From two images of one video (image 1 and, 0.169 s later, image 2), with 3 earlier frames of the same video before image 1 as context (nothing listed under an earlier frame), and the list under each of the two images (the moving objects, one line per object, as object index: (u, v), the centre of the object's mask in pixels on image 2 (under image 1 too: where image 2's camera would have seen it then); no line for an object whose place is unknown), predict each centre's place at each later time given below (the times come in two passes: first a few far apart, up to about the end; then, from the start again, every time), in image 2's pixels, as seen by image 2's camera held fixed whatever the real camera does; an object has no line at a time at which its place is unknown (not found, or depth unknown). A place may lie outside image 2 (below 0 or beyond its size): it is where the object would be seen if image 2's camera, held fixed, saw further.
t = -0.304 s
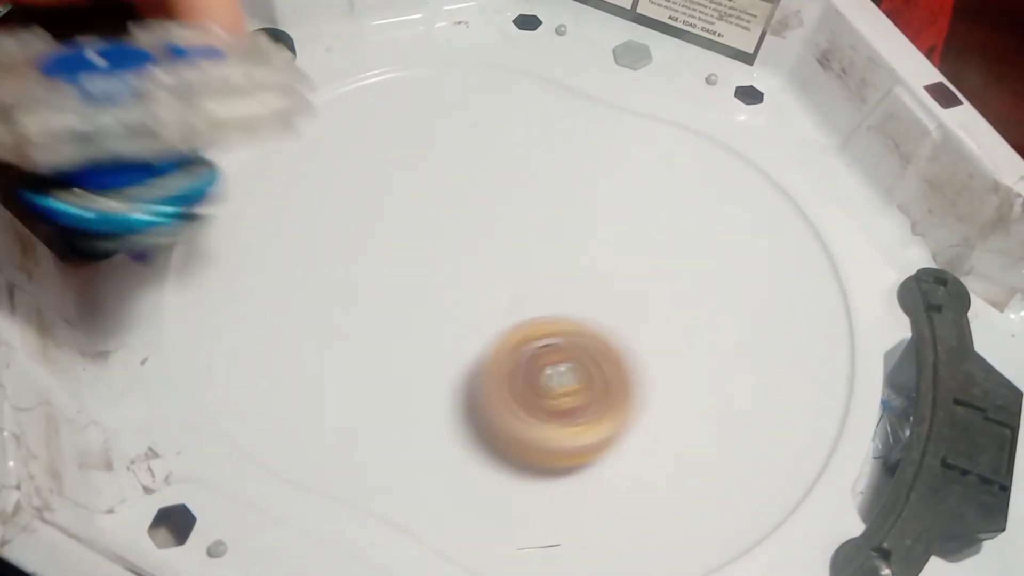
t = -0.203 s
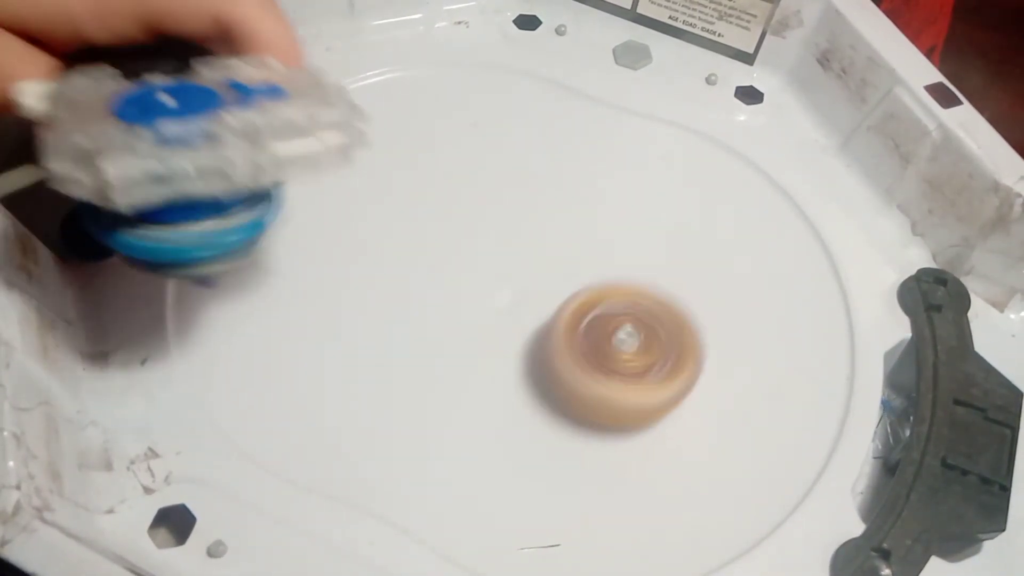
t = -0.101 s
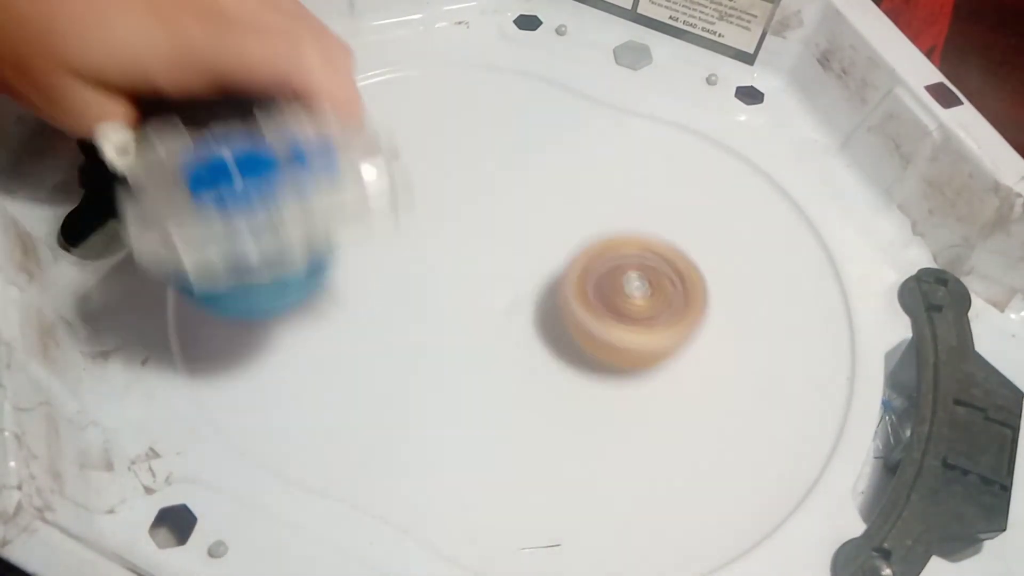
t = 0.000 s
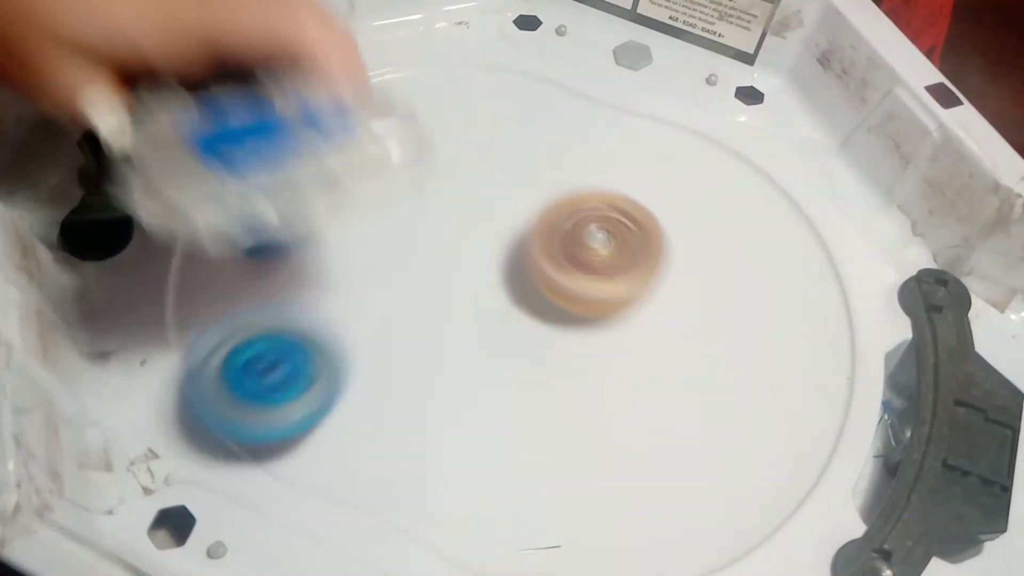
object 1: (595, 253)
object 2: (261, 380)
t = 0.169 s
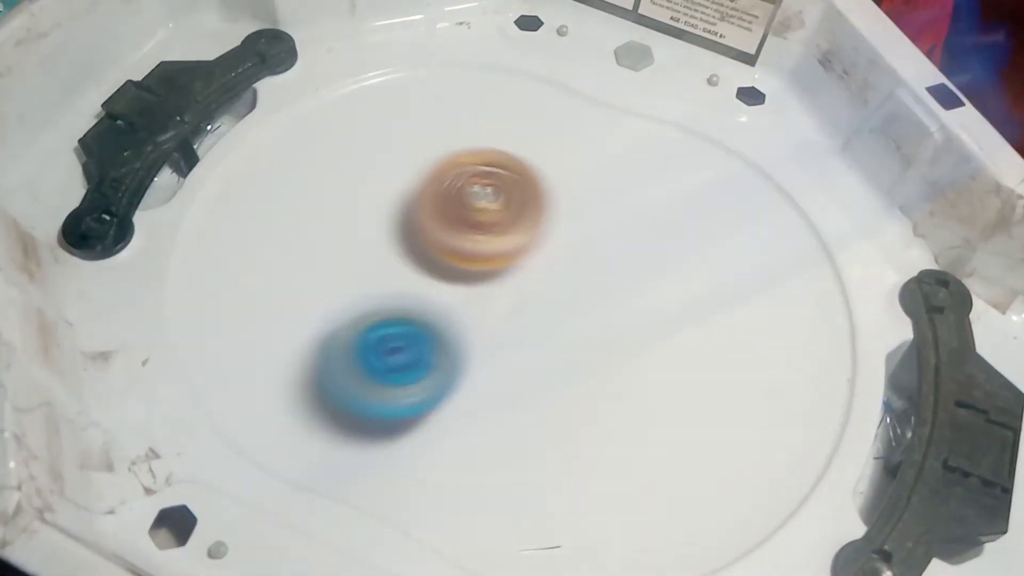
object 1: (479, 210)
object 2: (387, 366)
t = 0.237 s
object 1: (422, 205)
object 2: (444, 339)
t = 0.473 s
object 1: (304, 268)
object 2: (687, 277)
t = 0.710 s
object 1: (418, 365)
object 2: (840, 395)
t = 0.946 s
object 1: (612, 304)
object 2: (573, 459)
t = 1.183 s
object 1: (616, 173)
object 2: (439, 213)
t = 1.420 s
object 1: (614, 139)
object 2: (163, 128)
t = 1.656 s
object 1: (492, 226)
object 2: (157, 140)
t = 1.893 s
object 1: (530, 317)
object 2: (154, 149)
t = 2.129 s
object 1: (711, 303)
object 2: (155, 149)
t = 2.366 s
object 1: (715, 248)
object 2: (159, 156)
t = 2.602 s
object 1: (579, 253)
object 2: (419, 256)
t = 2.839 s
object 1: (634, 342)
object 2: (491, 228)
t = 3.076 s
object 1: (642, 379)
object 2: (756, 280)
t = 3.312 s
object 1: (606, 356)
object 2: (736, 494)
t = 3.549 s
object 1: (511, 293)
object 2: (369, 407)
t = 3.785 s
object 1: (437, 281)
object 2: (318, 160)
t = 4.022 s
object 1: (401, 291)
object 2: (540, 55)
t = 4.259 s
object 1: (419, 259)
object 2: (729, 263)
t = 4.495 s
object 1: (418, 240)
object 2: (510, 451)
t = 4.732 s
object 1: (442, 236)
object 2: (217, 292)
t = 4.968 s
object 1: (476, 234)
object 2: (325, 83)
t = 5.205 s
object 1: (495, 259)
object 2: (580, 120)
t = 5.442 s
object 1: (508, 262)
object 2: (736, 339)
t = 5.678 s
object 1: (505, 279)
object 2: (563, 524)
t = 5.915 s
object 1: (503, 265)
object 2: (290, 362)
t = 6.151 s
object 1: (500, 279)
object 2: (365, 163)
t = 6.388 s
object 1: (503, 278)
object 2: (572, 110)
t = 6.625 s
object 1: (509, 274)
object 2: (767, 256)
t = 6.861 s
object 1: (511, 272)
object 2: (639, 448)
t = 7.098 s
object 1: (509, 274)
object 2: (345, 390)
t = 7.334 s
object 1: (514, 276)
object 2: (253, 183)
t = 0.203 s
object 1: (450, 207)
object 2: (414, 354)
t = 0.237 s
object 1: (422, 205)
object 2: (444, 339)
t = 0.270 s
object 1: (397, 204)
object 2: (479, 323)
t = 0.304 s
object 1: (372, 207)
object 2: (515, 309)
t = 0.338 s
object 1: (349, 212)
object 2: (549, 296)
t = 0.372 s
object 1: (331, 221)
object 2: (582, 287)
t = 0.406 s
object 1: (317, 234)
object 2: (617, 280)
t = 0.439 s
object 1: (307, 250)
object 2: (651, 277)
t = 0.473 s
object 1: (304, 268)
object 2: (687, 277)
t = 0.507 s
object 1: (305, 287)
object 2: (724, 281)
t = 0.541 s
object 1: (311, 306)
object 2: (759, 289)
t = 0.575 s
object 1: (323, 324)
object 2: (789, 304)
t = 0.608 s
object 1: (341, 340)
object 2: (819, 322)
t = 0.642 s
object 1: (363, 352)
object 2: (854, 348)
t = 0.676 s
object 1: (390, 360)
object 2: (857, 370)
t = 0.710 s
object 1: (418, 365)
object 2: (840, 395)
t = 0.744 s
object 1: (451, 364)
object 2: (799, 420)
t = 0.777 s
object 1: (485, 360)
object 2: (766, 439)
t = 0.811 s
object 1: (516, 355)
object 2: (730, 458)
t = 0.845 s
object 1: (545, 346)
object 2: (696, 471)
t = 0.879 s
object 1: (571, 335)
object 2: (653, 479)
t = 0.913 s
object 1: (592, 321)
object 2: (614, 474)
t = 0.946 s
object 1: (612, 304)
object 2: (573, 459)
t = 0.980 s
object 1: (626, 286)
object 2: (538, 433)
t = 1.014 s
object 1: (634, 267)
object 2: (507, 400)
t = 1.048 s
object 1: (637, 247)
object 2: (485, 362)
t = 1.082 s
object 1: (633, 227)
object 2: (470, 322)
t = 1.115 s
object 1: (625, 210)
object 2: (465, 282)
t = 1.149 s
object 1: (613, 194)
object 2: (466, 243)
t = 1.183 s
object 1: (616, 173)
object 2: (439, 213)
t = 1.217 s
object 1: (646, 149)
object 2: (357, 198)
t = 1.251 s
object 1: (670, 125)
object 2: (284, 179)
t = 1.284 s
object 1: (686, 101)
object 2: (205, 145)
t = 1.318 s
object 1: (675, 103)
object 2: (177, 122)
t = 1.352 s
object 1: (655, 119)
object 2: (165, 115)
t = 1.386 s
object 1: (634, 125)
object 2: (155, 122)
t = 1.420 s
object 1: (614, 139)
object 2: (163, 128)
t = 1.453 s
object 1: (589, 152)
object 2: (165, 127)
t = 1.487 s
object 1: (570, 163)
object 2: (160, 134)
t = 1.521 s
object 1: (551, 176)
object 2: (159, 133)
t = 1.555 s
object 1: (534, 189)
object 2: (159, 136)
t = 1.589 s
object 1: (519, 200)
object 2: (159, 138)
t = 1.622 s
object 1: (504, 213)
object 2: (157, 141)
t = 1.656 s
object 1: (492, 226)
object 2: (157, 140)
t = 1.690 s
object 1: (483, 240)
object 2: (154, 143)
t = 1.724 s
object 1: (477, 255)
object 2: (152, 147)
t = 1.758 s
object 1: (475, 270)
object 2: (149, 153)
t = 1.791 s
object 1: (479, 284)
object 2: (147, 157)
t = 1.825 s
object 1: (489, 297)
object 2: (147, 157)
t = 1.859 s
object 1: (507, 309)
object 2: (150, 154)
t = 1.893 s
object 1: (530, 317)
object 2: (154, 149)
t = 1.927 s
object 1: (558, 321)
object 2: (157, 145)
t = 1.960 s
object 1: (588, 323)
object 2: (158, 144)
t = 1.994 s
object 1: (619, 324)
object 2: (157, 144)
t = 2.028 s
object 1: (648, 322)
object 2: (156, 145)
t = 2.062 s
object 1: (673, 317)
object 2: (155, 147)
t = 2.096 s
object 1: (695, 310)
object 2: (154, 149)
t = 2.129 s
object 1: (711, 303)
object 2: (155, 149)
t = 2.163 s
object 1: (722, 294)
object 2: (157, 146)
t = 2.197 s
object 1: (729, 286)
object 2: (159, 147)
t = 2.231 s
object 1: (735, 278)
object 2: (163, 145)
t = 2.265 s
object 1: (734, 270)
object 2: (163, 141)
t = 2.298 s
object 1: (732, 261)
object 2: (161, 144)
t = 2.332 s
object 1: (724, 255)
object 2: (158, 146)
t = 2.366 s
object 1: (715, 248)
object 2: (159, 156)
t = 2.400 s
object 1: (702, 243)
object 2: (168, 170)
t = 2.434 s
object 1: (686, 239)
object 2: (184, 187)
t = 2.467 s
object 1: (665, 239)
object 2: (219, 213)
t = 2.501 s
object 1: (641, 240)
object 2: (257, 229)
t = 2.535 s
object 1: (616, 242)
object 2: (304, 247)
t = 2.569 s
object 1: (595, 246)
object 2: (363, 254)
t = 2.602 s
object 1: (579, 253)
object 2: (419, 256)
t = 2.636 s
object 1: (590, 265)
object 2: (426, 245)
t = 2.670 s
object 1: (602, 281)
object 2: (423, 243)
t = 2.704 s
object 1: (606, 294)
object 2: (425, 239)
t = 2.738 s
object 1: (612, 305)
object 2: (433, 236)
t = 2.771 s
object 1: (619, 317)
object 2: (446, 233)
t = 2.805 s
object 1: (627, 328)
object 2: (465, 231)
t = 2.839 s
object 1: (634, 342)
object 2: (491, 228)
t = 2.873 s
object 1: (640, 355)
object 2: (521, 228)
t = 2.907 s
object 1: (644, 367)
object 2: (554, 231)
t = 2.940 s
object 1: (644, 376)
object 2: (592, 236)
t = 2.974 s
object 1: (641, 381)
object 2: (633, 242)
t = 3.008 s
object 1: (640, 383)
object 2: (676, 251)
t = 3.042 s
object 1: (641, 382)
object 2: (718, 263)
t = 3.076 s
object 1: (642, 379)
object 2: (756, 280)
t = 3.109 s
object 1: (644, 376)
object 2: (786, 302)
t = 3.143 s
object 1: (643, 374)
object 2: (809, 330)
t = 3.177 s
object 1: (639, 372)
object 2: (823, 362)
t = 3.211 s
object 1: (633, 370)
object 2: (838, 398)
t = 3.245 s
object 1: (625, 367)
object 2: (821, 433)
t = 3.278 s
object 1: (616, 362)
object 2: (783, 468)
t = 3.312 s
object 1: (606, 356)
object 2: (736, 494)
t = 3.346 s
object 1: (596, 350)
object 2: (684, 506)
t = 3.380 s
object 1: (586, 346)
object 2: (622, 506)
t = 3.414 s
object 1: (572, 342)
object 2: (562, 494)
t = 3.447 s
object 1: (558, 333)
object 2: (506, 483)
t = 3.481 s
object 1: (543, 320)
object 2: (454, 469)
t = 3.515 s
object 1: (526, 307)
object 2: (407, 440)
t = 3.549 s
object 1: (511, 293)
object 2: (369, 407)
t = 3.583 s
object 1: (496, 282)
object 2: (336, 372)
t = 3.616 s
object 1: (484, 273)
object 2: (307, 331)
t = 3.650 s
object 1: (473, 270)
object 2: (294, 293)
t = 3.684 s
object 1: (463, 269)
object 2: (289, 256)
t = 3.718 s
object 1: (455, 272)
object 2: (292, 221)
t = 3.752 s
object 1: (446, 277)
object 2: (301, 190)
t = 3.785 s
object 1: (437, 281)
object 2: (318, 160)
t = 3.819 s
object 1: (429, 287)
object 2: (340, 132)
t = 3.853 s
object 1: (422, 291)
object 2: (367, 105)
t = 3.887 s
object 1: (414, 296)
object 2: (397, 83)
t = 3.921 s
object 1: (408, 298)
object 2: (430, 67)
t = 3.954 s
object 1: (404, 297)
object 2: (466, 53)
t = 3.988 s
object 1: (402, 294)
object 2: (505, 50)
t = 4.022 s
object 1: (401, 291)
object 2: (540, 55)
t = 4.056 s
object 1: (402, 289)
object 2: (572, 76)
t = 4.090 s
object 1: (404, 285)
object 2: (604, 102)
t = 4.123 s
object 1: (407, 280)
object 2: (639, 133)
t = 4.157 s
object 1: (409, 276)
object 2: (670, 166)
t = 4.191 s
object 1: (413, 270)
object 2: (700, 195)
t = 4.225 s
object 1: (417, 264)
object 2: (720, 229)
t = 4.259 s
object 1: (419, 259)
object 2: (729, 263)
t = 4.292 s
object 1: (422, 254)
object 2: (726, 298)
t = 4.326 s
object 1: (423, 250)
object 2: (713, 333)
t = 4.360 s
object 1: (424, 246)
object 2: (689, 367)
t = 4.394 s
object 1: (423, 243)
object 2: (655, 401)
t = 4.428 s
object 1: (422, 242)
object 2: (612, 427)
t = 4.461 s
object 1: (420, 241)
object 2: (562, 445)
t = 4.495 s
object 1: (418, 240)
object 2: (510, 451)
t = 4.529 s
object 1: (418, 238)
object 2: (458, 445)
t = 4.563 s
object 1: (421, 234)
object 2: (408, 431)
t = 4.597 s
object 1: (425, 232)
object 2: (360, 411)
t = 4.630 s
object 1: (431, 231)
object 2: (316, 391)
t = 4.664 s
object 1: (436, 233)
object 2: (273, 363)
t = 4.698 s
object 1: (439, 236)
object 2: (239, 331)
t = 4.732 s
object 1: (442, 236)
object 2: (217, 292)
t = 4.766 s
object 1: (445, 236)
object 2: (206, 255)
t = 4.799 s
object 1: (449, 235)
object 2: (204, 217)
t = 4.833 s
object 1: (456, 233)
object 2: (211, 176)
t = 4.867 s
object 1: (461, 233)
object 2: (230, 146)
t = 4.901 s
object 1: (468, 232)
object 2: (251, 119)
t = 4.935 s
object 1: (473, 232)
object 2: (283, 98)
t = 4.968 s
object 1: (476, 234)
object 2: (325, 83)
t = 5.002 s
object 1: (480, 236)
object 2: (360, 71)
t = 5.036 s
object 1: (483, 239)
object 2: (400, 64)
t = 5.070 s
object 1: (484, 244)
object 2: (440, 64)
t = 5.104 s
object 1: (485, 250)
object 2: (477, 70)
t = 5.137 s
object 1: (487, 254)
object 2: (514, 81)
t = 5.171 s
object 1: (490, 257)
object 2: (549, 97)
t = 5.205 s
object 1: (495, 259)
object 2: (580, 120)
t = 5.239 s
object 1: (502, 263)
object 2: (613, 146)
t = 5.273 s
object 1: (513, 268)
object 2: (647, 174)
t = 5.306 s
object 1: (520, 273)
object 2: (679, 206)
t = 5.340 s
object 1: (524, 274)
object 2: (704, 237)
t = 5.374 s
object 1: (521, 271)
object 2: (723, 270)
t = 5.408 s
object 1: (514, 265)
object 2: (731, 305)
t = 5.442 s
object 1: (508, 262)
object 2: (736, 339)
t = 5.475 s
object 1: (508, 261)
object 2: (731, 377)
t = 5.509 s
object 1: (510, 267)
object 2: (723, 409)
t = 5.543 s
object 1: (516, 273)
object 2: (708, 444)
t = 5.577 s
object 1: (515, 275)
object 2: (684, 479)
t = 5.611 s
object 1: (510, 272)
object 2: (654, 505)
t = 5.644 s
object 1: (504, 272)
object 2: (614, 517)
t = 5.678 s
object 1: (505, 279)
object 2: (563, 524)
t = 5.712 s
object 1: (512, 285)
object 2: (513, 523)
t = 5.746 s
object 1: (516, 286)
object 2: (463, 515)
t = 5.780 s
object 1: (518, 282)
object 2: (418, 498)
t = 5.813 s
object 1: (516, 276)
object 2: (384, 469)
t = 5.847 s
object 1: (511, 267)
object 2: (348, 434)
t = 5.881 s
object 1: (505, 262)
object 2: (317, 398)
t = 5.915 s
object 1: (503, 265)
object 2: (290, 362)
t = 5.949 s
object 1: (503, 275)
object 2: (278, 331)
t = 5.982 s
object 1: (508, 284)
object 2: (279, 296)
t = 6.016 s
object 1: (510, 290)
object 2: (287, 262)
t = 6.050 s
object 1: (510, 291)
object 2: (300, 234)
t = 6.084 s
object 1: (505, 290)
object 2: (316, 209)
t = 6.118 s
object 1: (501, 285)
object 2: (340, 185)
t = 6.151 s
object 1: (500, 279)
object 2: (365, 163)
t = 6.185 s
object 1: (503, 275)
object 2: (392, 143)
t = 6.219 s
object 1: (508, 277)
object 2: (421, 128)
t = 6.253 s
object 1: (508, 275)
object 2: (451, 114)
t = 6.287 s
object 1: (506, 275)
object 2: (482, 106)
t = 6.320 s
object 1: (507, 279)
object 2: (512, 102)
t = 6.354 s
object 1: (505, 281)
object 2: (543, 102)
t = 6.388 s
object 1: (503, 278)
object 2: (572, 110)
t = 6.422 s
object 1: (503, 273)
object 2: (604, 123)
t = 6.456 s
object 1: (506, 275)
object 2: (639, 137)
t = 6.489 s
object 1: (509, 277)
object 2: (672, 155)
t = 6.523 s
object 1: (507, 273)
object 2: (704, 174)
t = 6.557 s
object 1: (507, 275)
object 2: (733, 199)
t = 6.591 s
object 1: (508, 276)
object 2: (756, 227)
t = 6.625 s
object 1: (509, 274)
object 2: (767, 256)
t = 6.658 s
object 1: (510, 272)
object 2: (770, 289)
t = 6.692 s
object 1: (510, 274)
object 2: (765, 323)
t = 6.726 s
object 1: (511, 274)
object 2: (752, 353)
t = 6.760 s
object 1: (511, 272)
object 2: (731, 384)
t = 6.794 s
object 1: (512, 272)
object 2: (708, 409)
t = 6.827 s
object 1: (511, 272)
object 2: (676, 431)
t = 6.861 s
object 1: (511, 272)
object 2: (639, 448)
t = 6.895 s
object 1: (512, 272)
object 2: (596, 459)
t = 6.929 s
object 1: (513, 271)
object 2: (548, 467)
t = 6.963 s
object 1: (512, 271)
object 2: (504, 464)
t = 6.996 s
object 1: (513, 273)
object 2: (461, 448)
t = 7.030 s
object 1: (513, 273)
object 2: (420, 433)
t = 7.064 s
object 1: (510, 270)
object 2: (380, 410)
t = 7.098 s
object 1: (509, 274)
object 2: (345, 390)
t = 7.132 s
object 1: (513, 277)
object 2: (310, 364)
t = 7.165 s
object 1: (513, 271)
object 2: (280, 338)
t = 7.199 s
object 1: (510, 264)
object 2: (258, 309)
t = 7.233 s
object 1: (508, 264)
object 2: (246, 280)
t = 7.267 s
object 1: (509, 266)
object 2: (240, 250)
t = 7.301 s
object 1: (512, 272)
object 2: (241, 215)
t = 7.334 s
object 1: (514, 276)
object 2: (253, 183)
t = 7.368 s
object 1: (510, 274)
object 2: (268, 158)
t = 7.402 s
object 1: (506, 276)
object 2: (288, 134)
